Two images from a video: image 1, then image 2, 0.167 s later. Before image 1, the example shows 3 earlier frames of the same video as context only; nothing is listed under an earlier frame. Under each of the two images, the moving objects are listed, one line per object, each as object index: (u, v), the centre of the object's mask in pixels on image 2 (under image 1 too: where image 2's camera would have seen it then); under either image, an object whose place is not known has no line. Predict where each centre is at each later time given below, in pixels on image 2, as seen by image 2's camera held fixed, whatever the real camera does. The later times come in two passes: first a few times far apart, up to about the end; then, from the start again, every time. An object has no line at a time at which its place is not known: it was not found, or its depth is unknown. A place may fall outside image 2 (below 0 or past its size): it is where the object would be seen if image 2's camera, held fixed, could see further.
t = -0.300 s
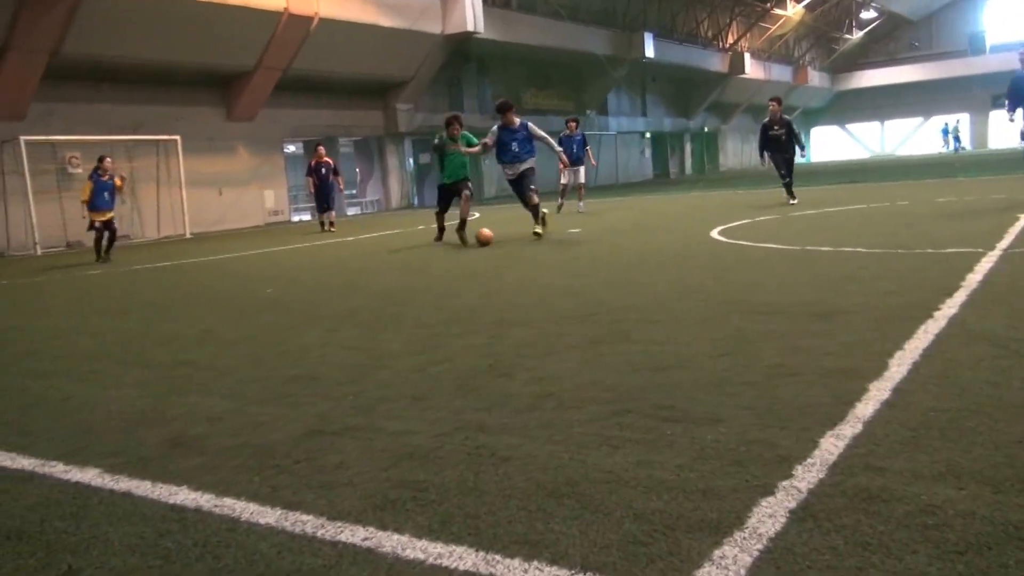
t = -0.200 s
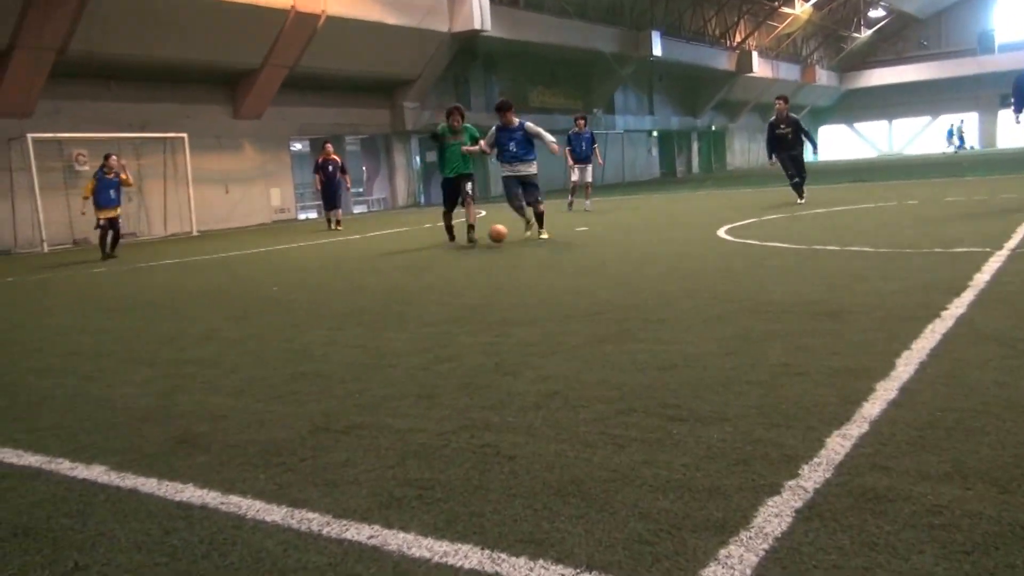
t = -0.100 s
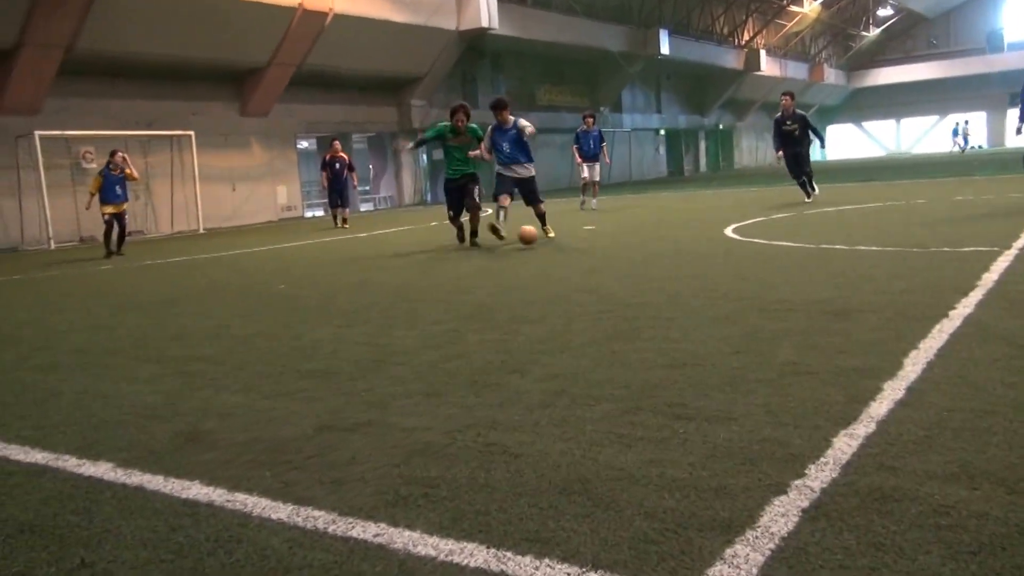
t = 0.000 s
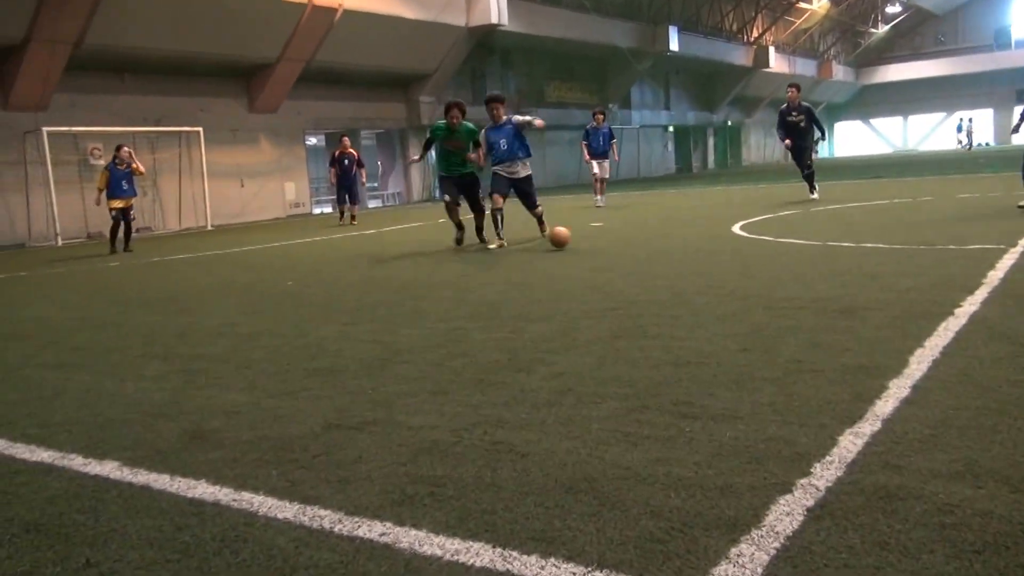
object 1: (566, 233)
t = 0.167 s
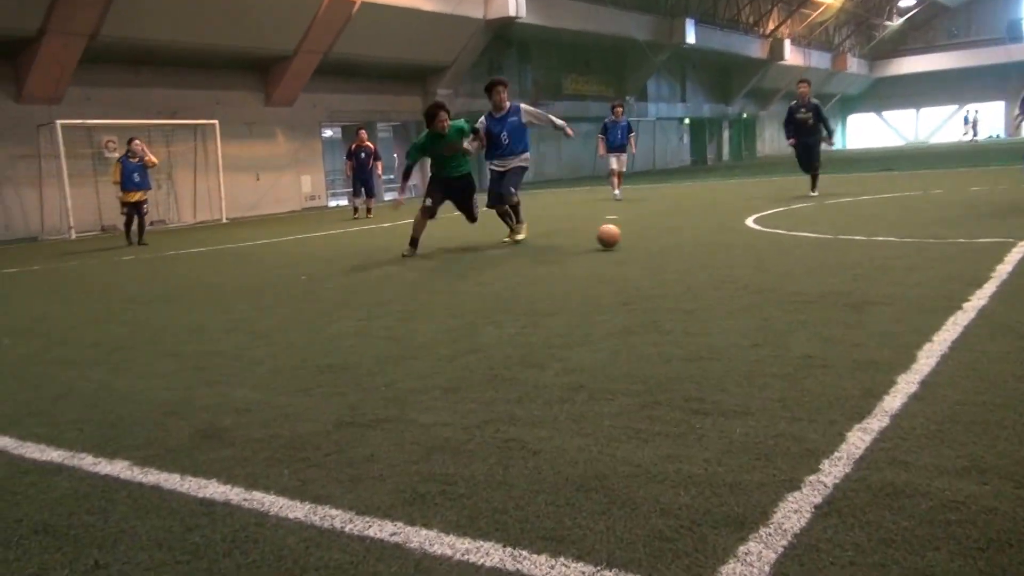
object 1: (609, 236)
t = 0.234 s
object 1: (624, 237)
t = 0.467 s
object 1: (674, 249)
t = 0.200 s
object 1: (615, 236)
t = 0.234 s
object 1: (624, 237)
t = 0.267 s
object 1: (633, 241)
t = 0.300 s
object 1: (639, 241)
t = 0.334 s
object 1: (646, 241)
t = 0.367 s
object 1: (653, 243)
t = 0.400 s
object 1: (660, 246)
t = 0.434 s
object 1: (667, 247)
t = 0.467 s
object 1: (674, 249)
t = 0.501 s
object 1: (682, 252)
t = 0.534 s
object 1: (689, 253)
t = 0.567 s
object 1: (697, 255)
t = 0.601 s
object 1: (705, 259)
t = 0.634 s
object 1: (713, 261)
